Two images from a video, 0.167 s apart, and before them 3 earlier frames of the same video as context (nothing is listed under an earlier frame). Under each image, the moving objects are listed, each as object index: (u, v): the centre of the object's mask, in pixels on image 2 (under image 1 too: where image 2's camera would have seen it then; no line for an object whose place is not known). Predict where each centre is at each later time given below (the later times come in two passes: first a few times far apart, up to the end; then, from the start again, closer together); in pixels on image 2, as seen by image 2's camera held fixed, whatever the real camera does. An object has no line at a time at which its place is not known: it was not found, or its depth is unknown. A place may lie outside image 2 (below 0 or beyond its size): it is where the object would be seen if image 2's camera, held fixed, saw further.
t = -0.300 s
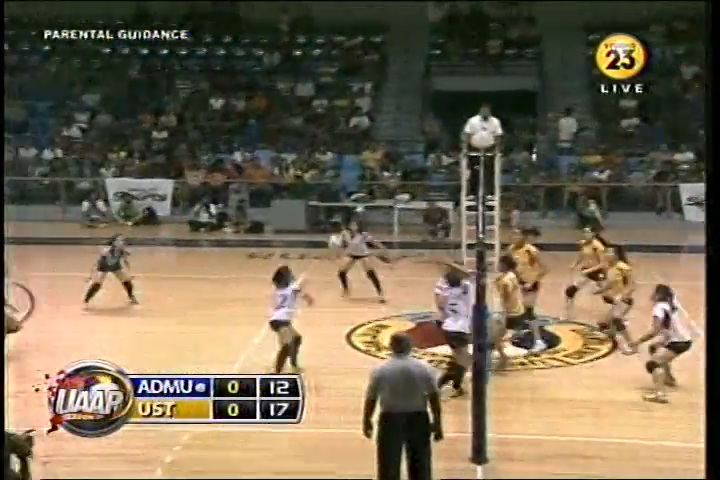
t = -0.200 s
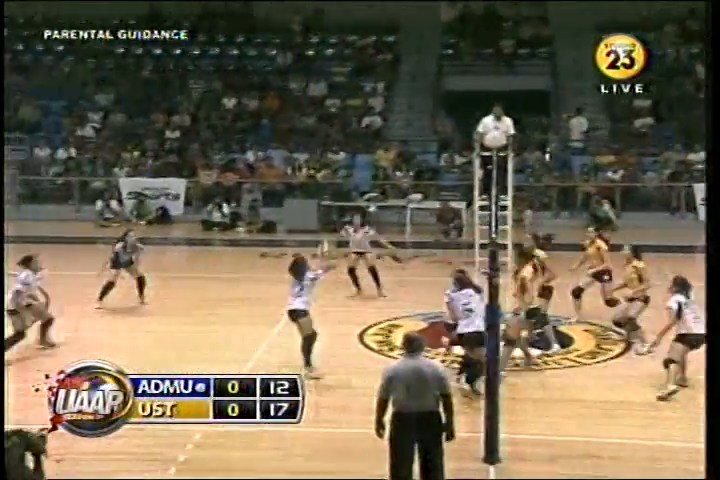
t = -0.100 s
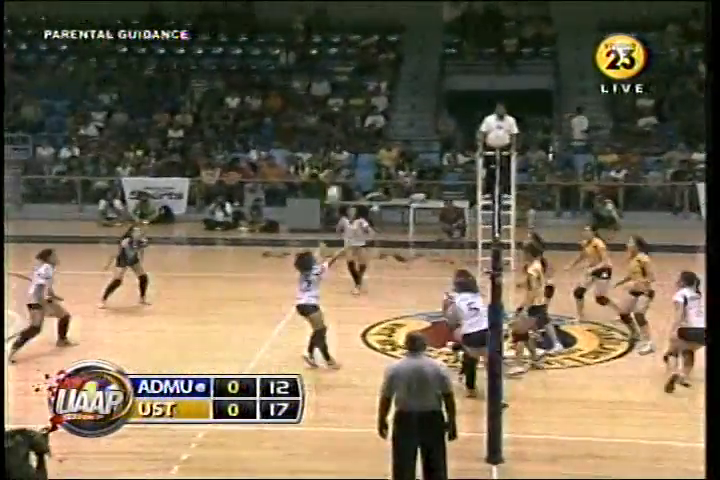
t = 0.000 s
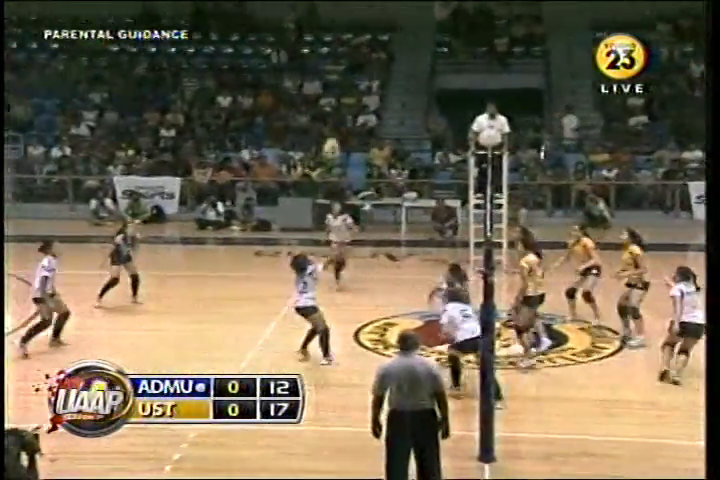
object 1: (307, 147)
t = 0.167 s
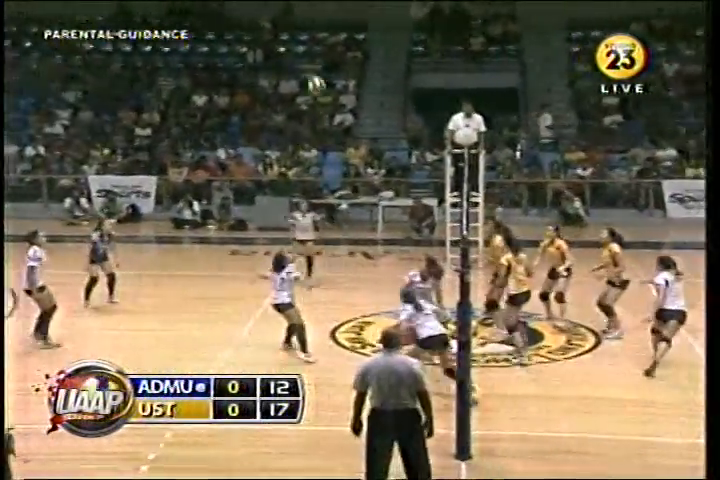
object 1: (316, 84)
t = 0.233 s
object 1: (320, 67)
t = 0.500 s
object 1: (332, 25)
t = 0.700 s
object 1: (341, 28)
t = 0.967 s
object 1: (354, 77)
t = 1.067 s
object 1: (358, 108)
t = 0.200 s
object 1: (317, 75)
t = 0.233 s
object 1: (320, 67)
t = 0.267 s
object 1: (321, 58)
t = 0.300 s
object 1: (322, 52)
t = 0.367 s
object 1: (325, 39)
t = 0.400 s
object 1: (327, 35)
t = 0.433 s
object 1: (329, 31)
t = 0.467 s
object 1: (330, 28)
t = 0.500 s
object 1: (332, 25)
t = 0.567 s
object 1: (336, 24)
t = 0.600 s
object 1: (338, 24)
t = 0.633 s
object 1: (339, 25)
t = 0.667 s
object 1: (341, 27)
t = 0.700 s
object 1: (341, 28)
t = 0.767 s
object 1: (346, 37)
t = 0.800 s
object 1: (346, 42)
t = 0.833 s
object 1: (348, 47)
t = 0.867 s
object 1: (350, 54)
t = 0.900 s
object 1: (351, 61)
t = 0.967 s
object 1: (354, 77)
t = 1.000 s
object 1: (355, 87)
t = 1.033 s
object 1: (356, 97)
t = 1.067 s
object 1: (358, 108)
